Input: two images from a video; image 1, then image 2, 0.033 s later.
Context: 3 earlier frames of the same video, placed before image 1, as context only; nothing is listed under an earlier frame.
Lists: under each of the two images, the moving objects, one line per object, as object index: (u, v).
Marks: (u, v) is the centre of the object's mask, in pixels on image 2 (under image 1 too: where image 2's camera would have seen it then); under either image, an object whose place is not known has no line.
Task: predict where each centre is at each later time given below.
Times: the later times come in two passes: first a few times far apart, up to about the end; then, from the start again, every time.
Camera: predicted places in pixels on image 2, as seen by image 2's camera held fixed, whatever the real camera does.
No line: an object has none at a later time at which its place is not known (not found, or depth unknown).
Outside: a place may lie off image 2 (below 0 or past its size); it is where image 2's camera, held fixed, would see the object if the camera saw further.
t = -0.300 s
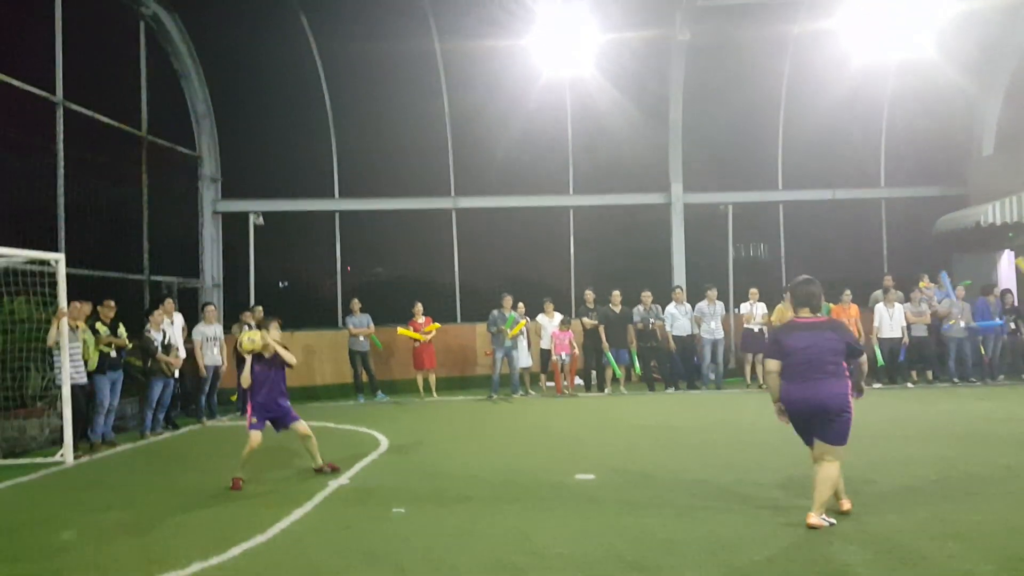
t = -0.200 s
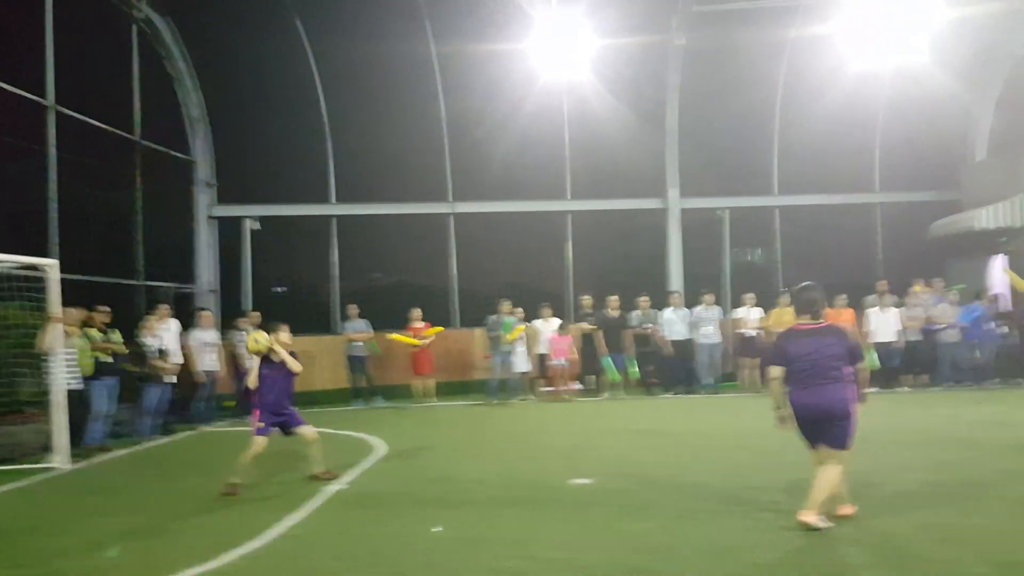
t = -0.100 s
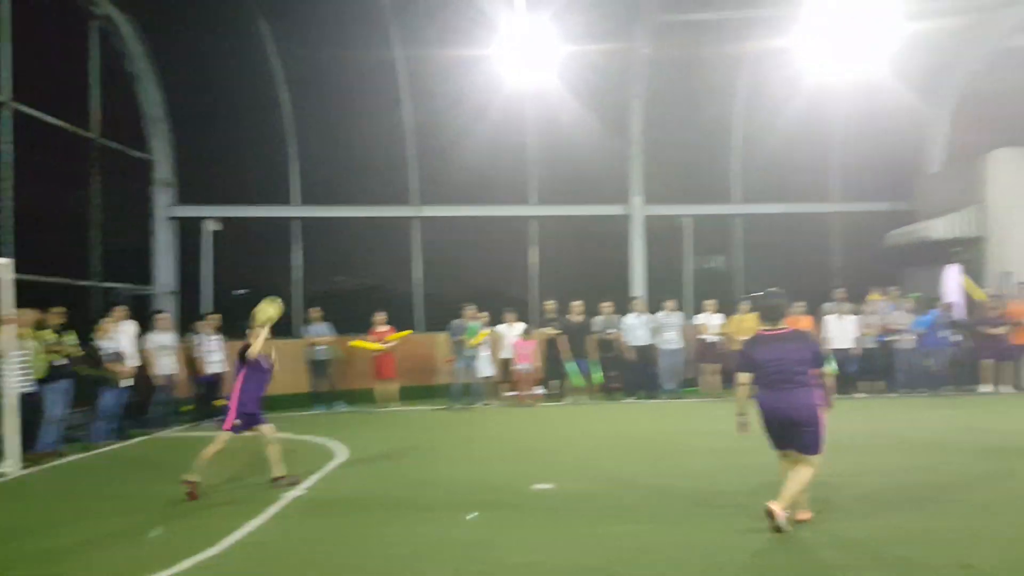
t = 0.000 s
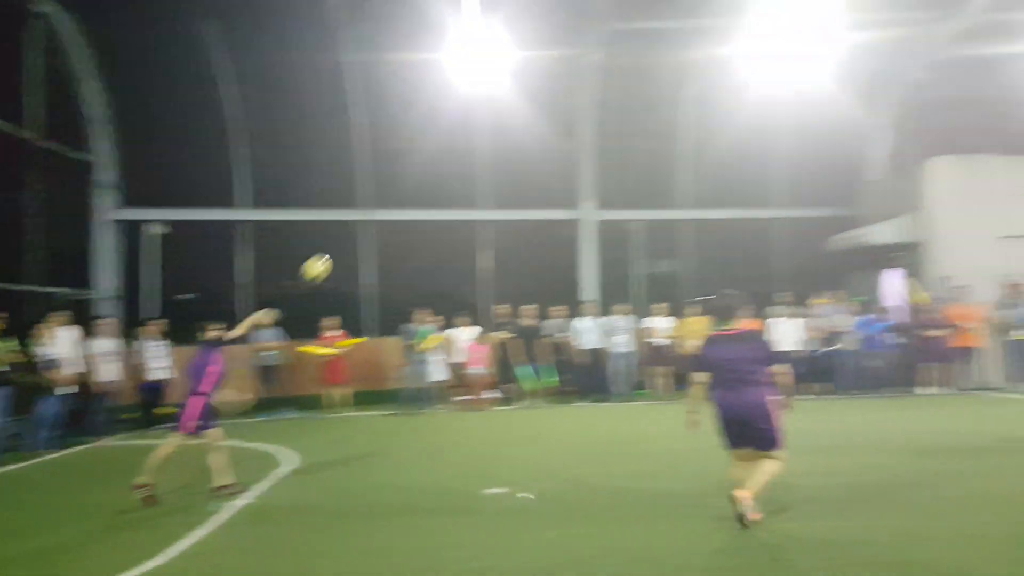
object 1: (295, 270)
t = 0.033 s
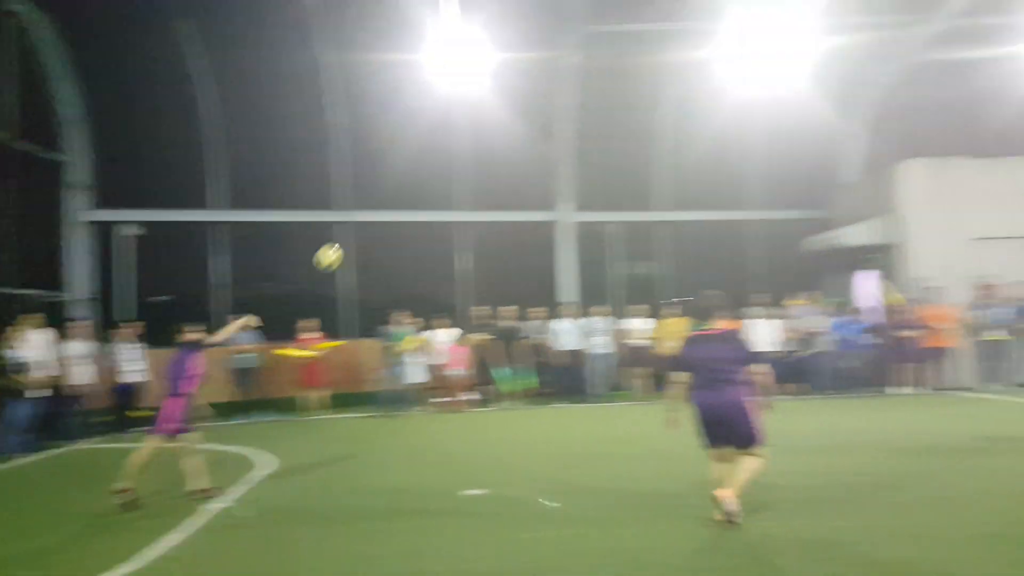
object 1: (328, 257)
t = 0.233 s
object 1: (518, 211)
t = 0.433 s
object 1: (685, 211)
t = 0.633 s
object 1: (834, 251)
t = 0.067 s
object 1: (362, 246)
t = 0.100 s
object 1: (395, 236)
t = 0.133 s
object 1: (427, 229)
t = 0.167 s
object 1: (458, 221)
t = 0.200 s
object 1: (488, 216)
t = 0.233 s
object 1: (518, 211)
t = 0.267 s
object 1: (548, 208)
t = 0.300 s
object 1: (576, 206)
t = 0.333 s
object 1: (604, 206)
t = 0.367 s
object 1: (631, 206)
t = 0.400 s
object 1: (656, 209)
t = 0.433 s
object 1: (685, 211)
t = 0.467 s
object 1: (709, 216)
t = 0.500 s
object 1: (734, 221)
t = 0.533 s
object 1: (760, 227)
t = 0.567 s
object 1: (784, 233)
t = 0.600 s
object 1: (809, 243)
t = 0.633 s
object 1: (834, 251)
